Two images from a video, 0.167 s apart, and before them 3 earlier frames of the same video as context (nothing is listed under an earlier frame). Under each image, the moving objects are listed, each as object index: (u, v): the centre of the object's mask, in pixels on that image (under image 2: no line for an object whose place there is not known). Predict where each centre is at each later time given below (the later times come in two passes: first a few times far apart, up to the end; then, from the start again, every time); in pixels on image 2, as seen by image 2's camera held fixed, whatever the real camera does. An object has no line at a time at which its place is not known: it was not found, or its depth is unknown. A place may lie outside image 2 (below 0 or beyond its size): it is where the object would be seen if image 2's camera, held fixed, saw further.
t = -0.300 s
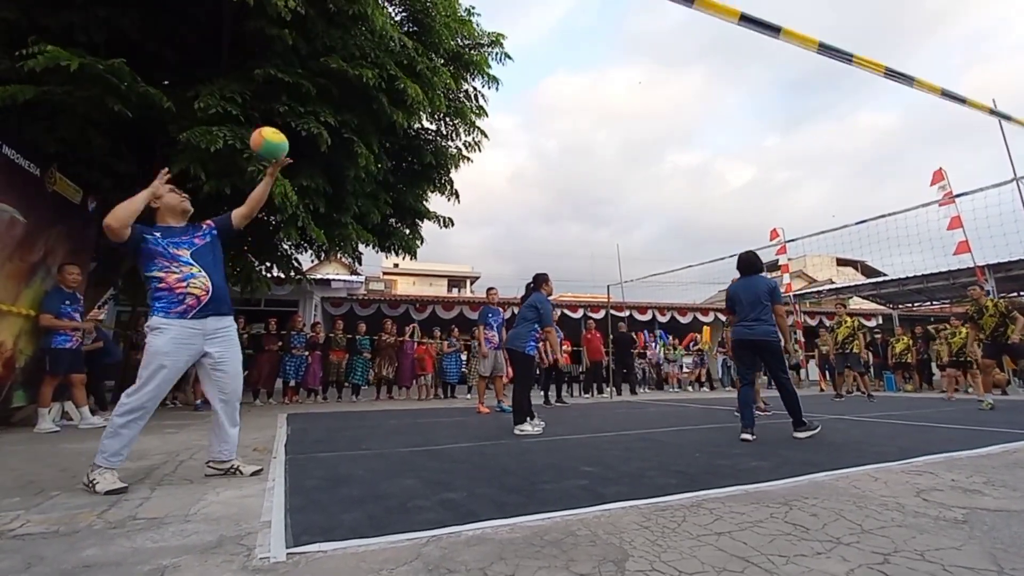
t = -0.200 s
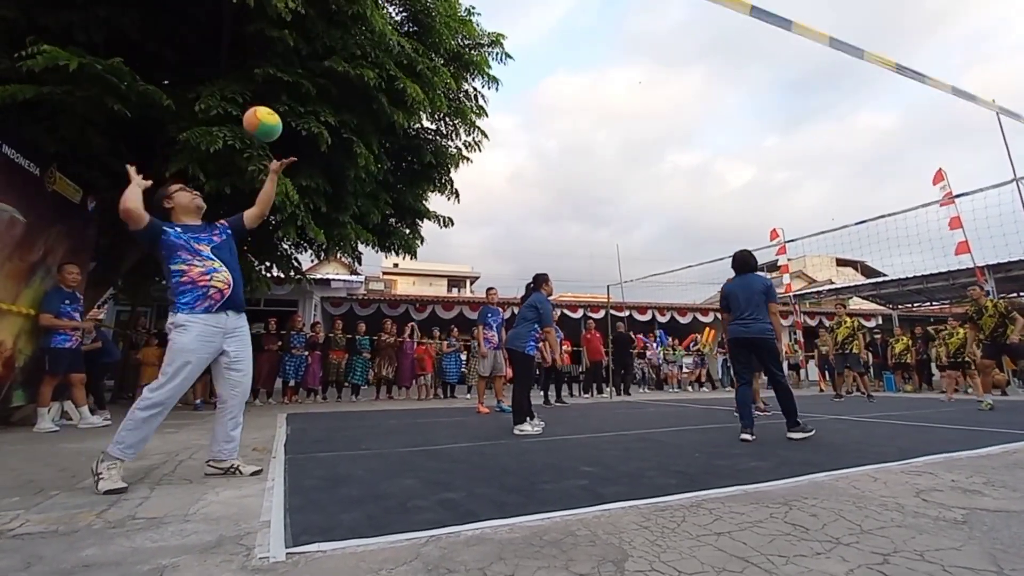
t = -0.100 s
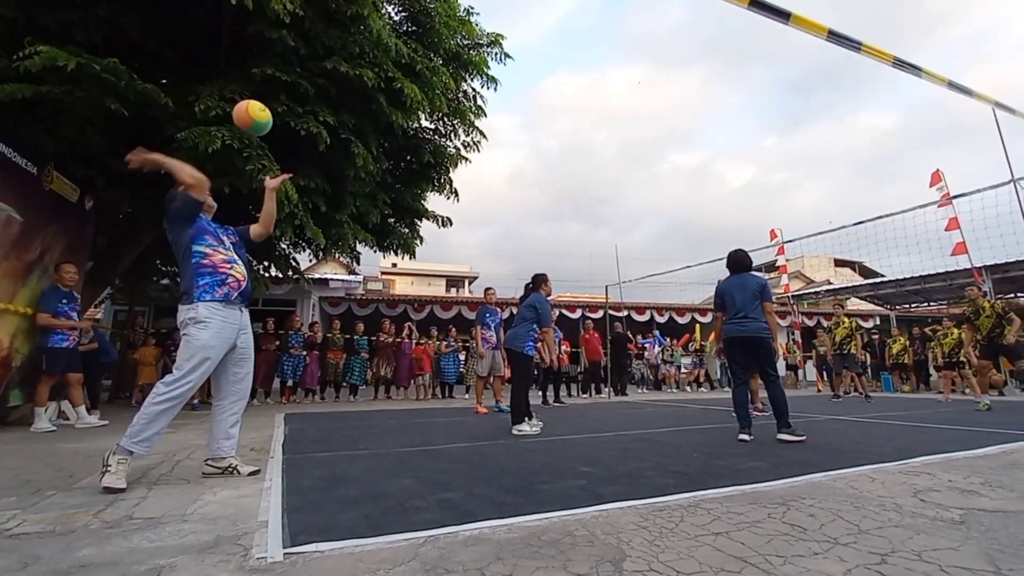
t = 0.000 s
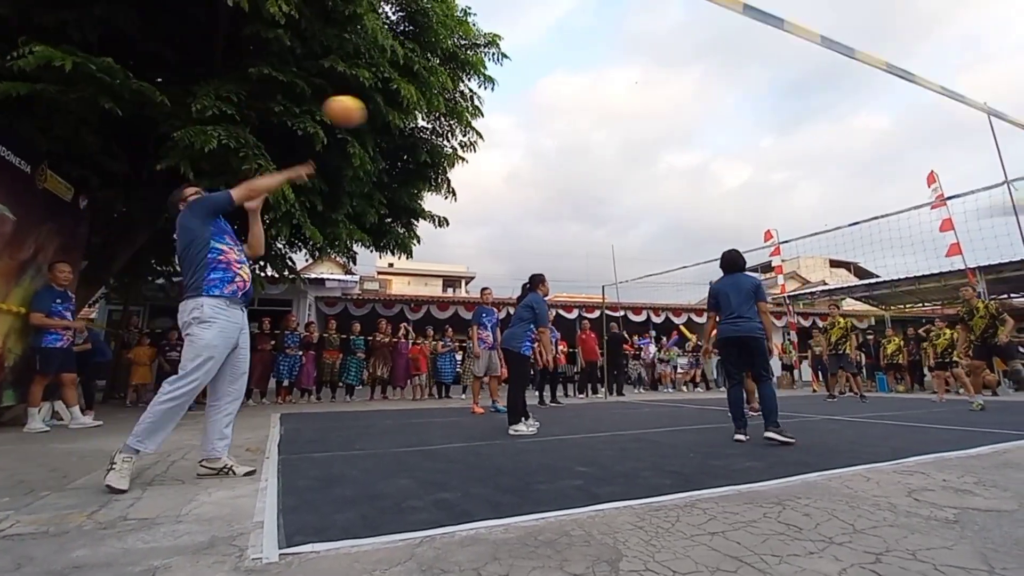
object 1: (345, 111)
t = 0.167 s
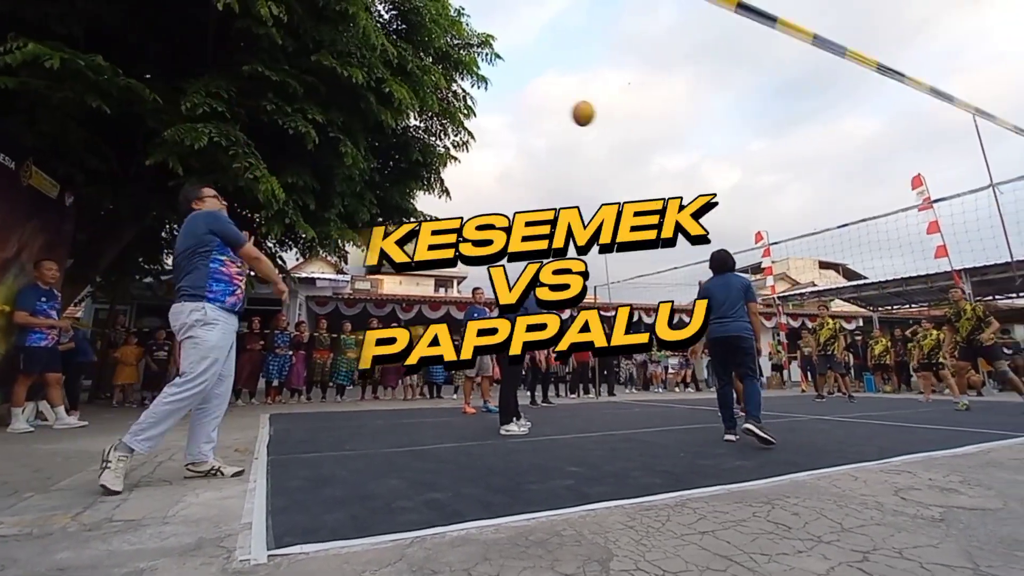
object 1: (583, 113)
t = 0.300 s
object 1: (705, 138)
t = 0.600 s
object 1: (876, 218)
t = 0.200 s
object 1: (618, 119)
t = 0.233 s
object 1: (650, 125)
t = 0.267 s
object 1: (679, 131)
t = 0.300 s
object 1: (705, 138)
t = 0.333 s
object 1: (730, 145)
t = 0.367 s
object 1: (752, 153)
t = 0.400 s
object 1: (773, 161)
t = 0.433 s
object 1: (792, 170)
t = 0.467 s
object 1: (811, 179)
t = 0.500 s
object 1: (829, 188)
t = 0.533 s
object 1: (845, 198)
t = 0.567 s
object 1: (861, 208)
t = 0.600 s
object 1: (876, 218)
